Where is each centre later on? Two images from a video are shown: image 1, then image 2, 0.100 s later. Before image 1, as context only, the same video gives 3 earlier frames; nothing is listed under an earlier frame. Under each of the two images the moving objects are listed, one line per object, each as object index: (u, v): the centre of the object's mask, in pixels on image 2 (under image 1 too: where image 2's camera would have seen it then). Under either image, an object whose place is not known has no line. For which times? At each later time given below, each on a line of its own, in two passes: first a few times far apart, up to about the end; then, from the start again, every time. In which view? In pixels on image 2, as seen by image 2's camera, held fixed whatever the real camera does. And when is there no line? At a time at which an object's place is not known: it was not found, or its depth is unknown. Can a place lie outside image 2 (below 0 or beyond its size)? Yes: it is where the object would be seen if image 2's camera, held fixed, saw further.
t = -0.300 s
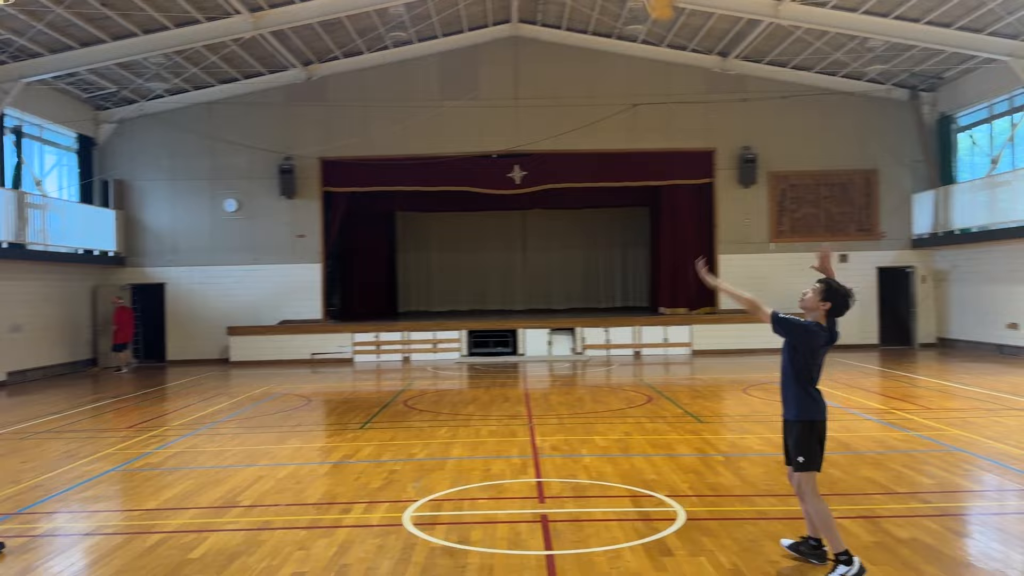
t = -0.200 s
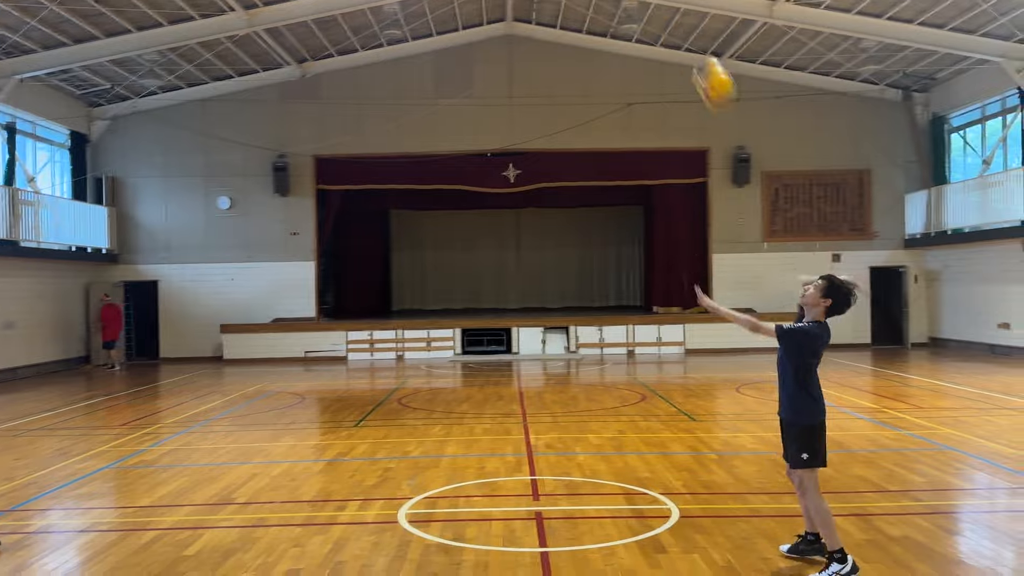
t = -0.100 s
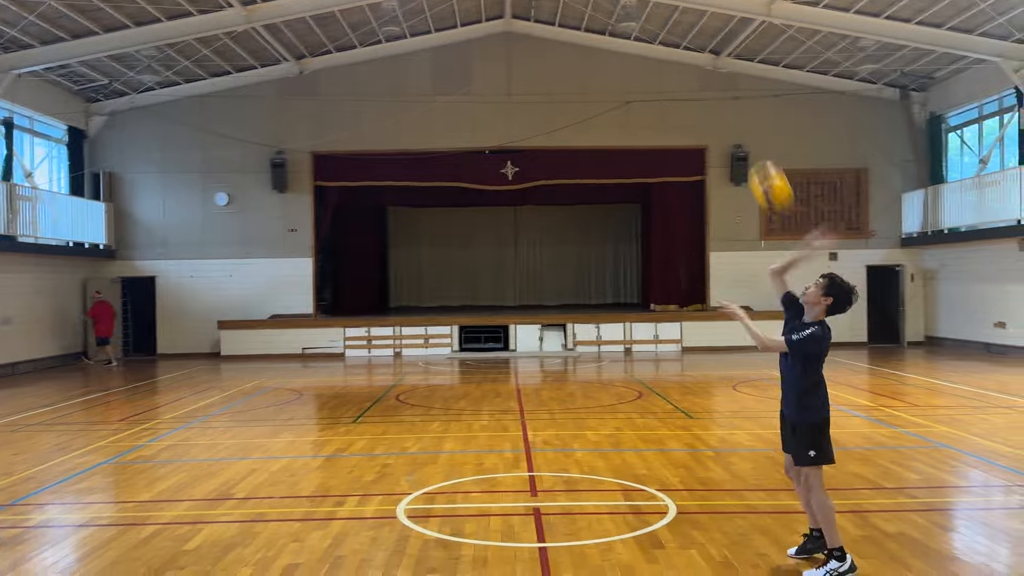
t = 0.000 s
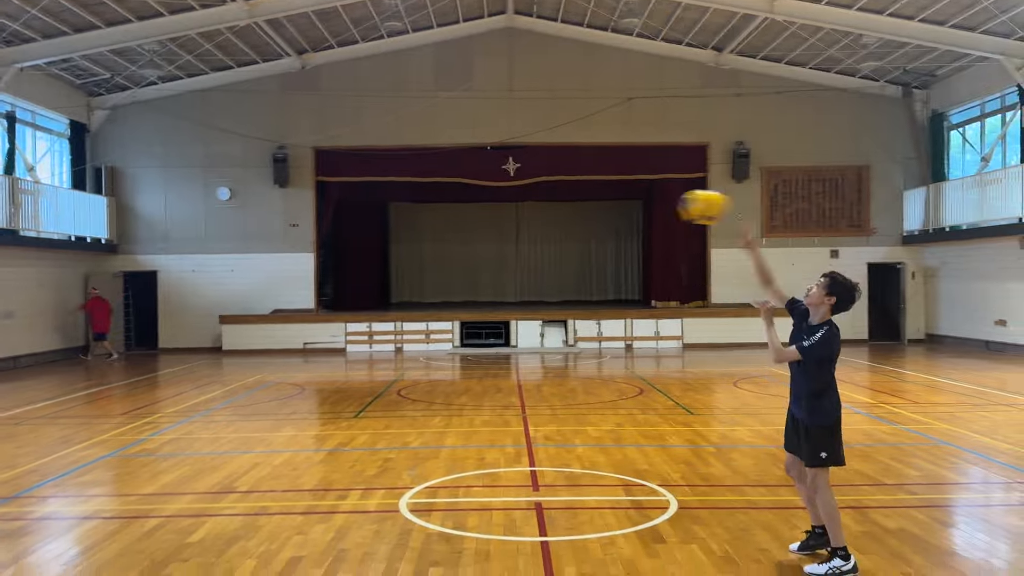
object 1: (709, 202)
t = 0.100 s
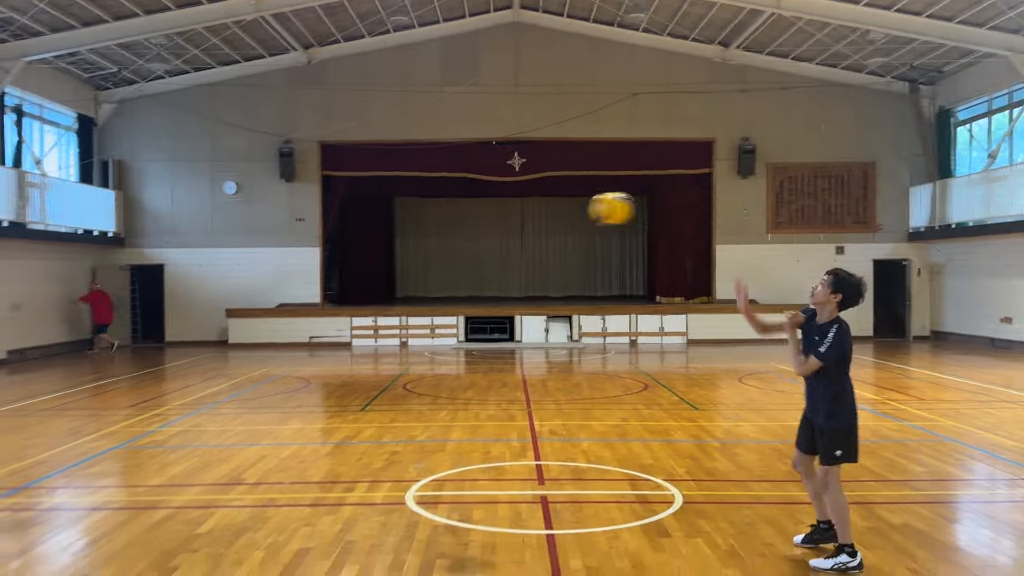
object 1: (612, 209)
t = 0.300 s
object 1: (446, 262)
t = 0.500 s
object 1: (307, 360)
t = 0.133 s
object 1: (581, 214)
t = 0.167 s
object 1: (552, 220)
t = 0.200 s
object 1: (524, 229)
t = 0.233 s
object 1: (497, 239)
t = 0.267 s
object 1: (472, 249)
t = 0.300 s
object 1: (446, 262)
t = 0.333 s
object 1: (422, 275)
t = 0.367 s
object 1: (397, 290)
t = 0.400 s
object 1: (374, 306)
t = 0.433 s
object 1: (354, 322)
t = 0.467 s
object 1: (330, 341)
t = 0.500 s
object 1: (307, 360)
